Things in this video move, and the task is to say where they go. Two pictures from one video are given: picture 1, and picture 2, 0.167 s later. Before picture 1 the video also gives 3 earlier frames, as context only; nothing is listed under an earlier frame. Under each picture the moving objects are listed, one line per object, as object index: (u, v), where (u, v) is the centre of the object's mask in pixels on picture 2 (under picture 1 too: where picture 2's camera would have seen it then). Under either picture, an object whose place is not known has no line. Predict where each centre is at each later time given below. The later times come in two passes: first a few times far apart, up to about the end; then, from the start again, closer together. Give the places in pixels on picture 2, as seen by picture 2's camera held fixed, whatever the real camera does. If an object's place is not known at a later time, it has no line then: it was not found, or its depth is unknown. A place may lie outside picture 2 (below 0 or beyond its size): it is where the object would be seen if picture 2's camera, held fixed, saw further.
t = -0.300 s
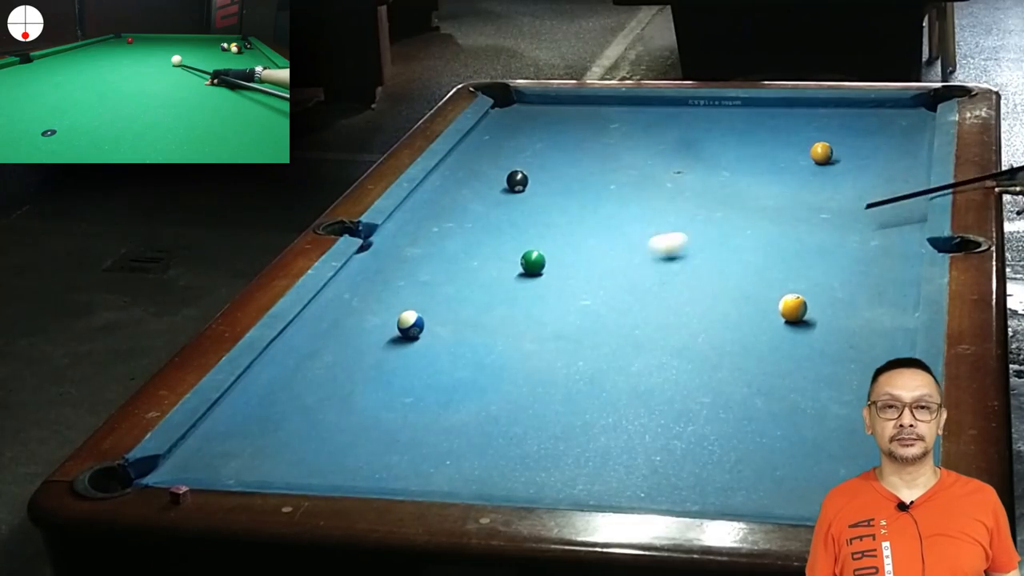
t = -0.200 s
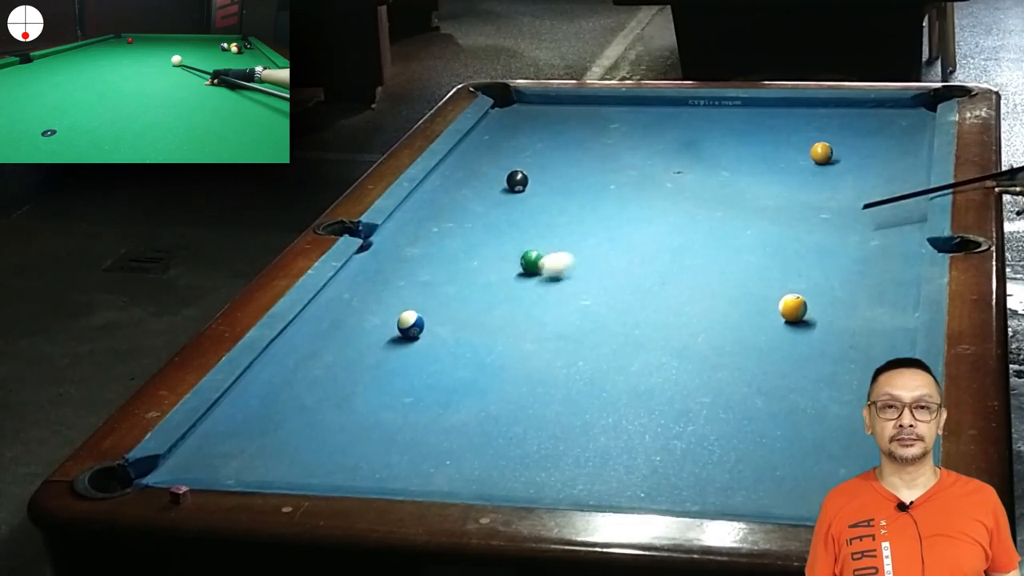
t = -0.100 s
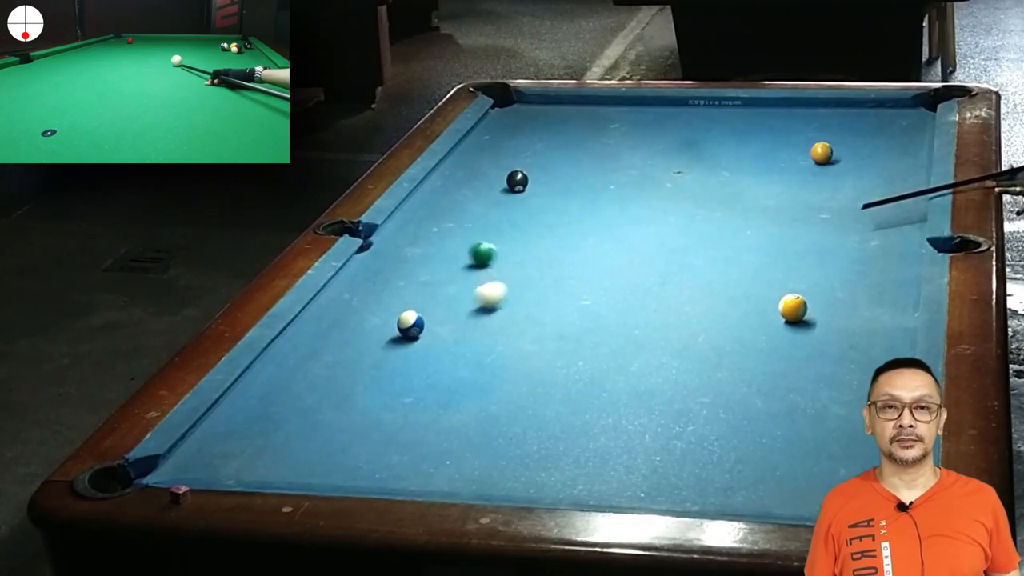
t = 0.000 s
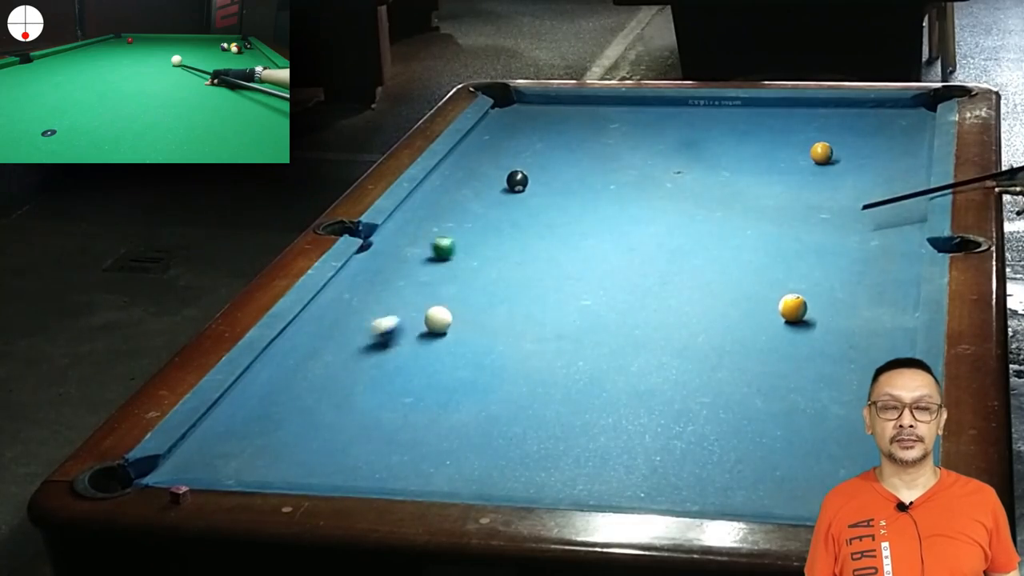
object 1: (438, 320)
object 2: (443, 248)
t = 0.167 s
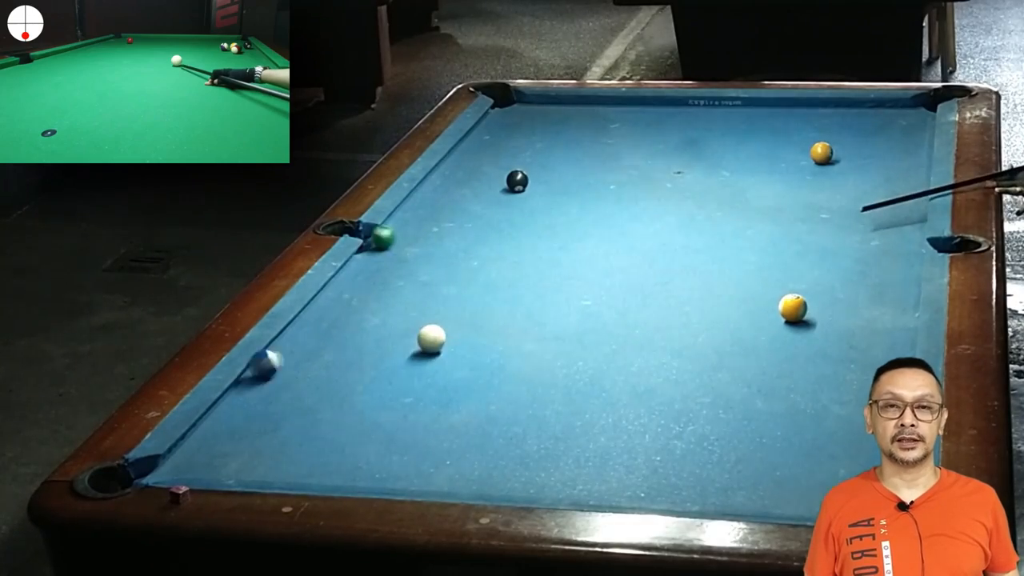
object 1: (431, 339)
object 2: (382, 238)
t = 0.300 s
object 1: (417, 357)
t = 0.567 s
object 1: (386, 395)
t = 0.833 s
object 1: (352, 435)
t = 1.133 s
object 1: (313, 475)
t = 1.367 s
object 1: (330, 459)
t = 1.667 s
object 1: (350, 433)
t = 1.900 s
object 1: (361, 415)
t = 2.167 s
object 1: (372, 398)
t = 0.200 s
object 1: (427, 344)
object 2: (371, 235)
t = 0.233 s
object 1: (424, 348)
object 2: (362, 233)
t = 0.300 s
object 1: (417, 357)
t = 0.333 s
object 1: (413, 362)
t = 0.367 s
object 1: (409, 367)
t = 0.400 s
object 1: (406, 371)
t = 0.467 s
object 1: (398, 380)
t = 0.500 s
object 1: (394, 385)
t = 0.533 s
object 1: (390, 390)
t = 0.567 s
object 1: (386, 395)
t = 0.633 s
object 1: (379, 400)
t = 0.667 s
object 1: (372, 406)
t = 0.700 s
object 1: (368, 414)
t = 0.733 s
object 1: (365, 420)
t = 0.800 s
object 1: (357, 430)
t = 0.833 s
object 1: (352, 435)
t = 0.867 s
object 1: (348, 440)
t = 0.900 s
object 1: (343, 445)
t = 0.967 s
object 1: (335, 455)
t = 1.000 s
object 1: (330, 460)
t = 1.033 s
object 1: (326, 465)
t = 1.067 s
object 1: (322, 469)
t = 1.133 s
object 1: (313, 475)
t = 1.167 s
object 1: (315, 472)
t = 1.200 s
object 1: (318, 471)
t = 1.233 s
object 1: (320, 469)
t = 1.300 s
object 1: (325, 465)
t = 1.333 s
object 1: (328, 462)
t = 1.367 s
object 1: (330, 459)
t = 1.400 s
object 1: (333, 456)
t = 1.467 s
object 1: (338, 450)
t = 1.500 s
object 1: (340, 447)
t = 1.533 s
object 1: (342, 444)
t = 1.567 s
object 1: (344, 441)
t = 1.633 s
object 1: (348, 436)
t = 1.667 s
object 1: (350, 433)
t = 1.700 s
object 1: (351, 430)
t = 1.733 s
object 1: (353, 428)
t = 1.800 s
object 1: (357, 423)
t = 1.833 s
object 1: (359, 420)
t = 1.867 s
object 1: (360, 418)
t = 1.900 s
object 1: (361, 415)
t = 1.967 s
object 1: (364, 411)
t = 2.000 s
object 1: (366, 409)
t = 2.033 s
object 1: (367, 406)
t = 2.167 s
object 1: (372, 398)
